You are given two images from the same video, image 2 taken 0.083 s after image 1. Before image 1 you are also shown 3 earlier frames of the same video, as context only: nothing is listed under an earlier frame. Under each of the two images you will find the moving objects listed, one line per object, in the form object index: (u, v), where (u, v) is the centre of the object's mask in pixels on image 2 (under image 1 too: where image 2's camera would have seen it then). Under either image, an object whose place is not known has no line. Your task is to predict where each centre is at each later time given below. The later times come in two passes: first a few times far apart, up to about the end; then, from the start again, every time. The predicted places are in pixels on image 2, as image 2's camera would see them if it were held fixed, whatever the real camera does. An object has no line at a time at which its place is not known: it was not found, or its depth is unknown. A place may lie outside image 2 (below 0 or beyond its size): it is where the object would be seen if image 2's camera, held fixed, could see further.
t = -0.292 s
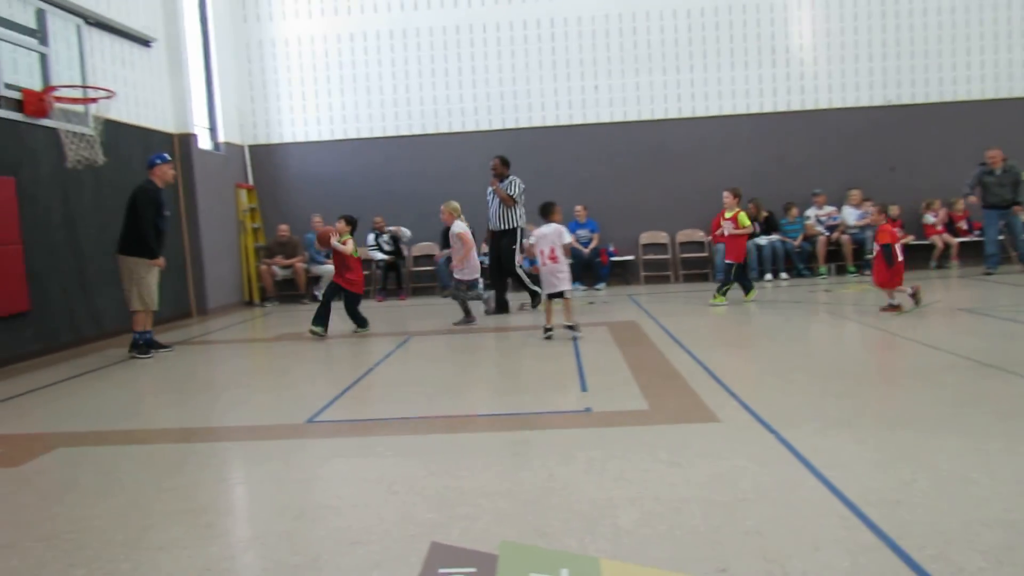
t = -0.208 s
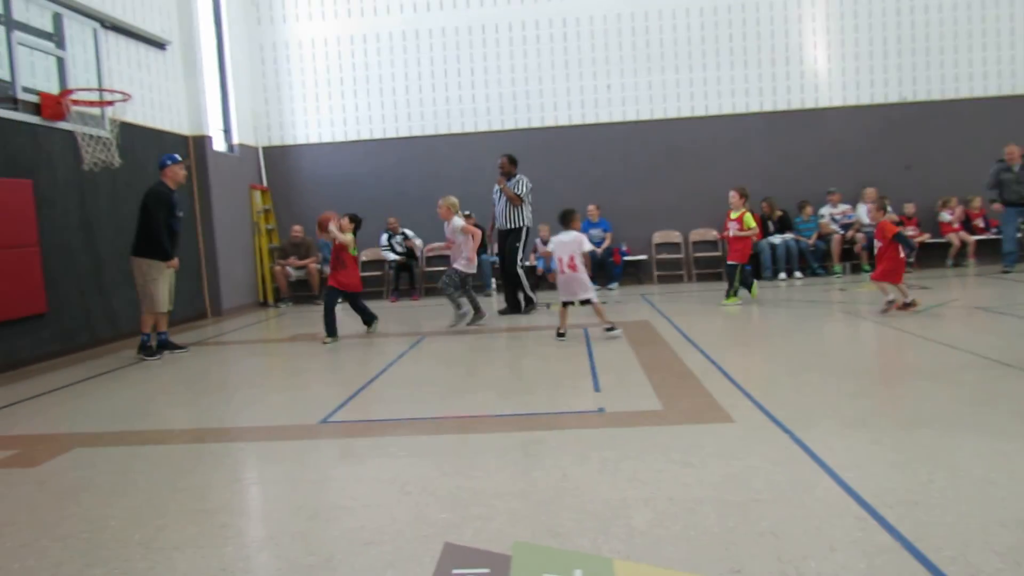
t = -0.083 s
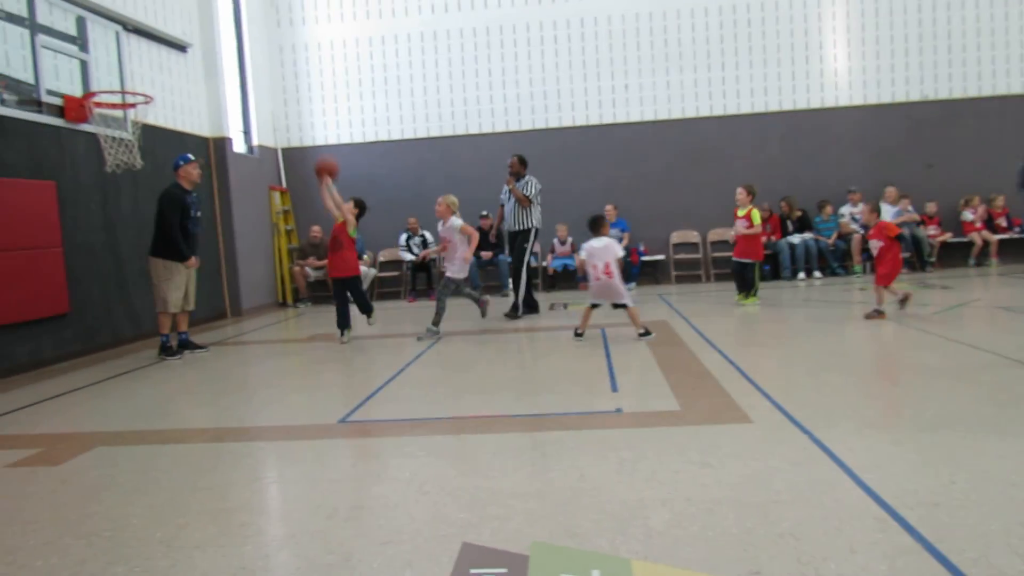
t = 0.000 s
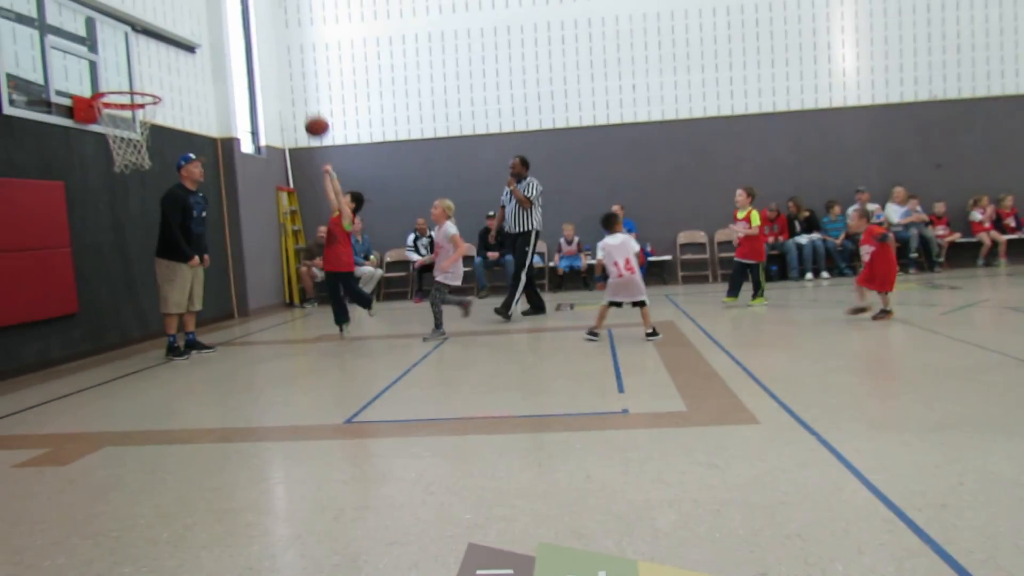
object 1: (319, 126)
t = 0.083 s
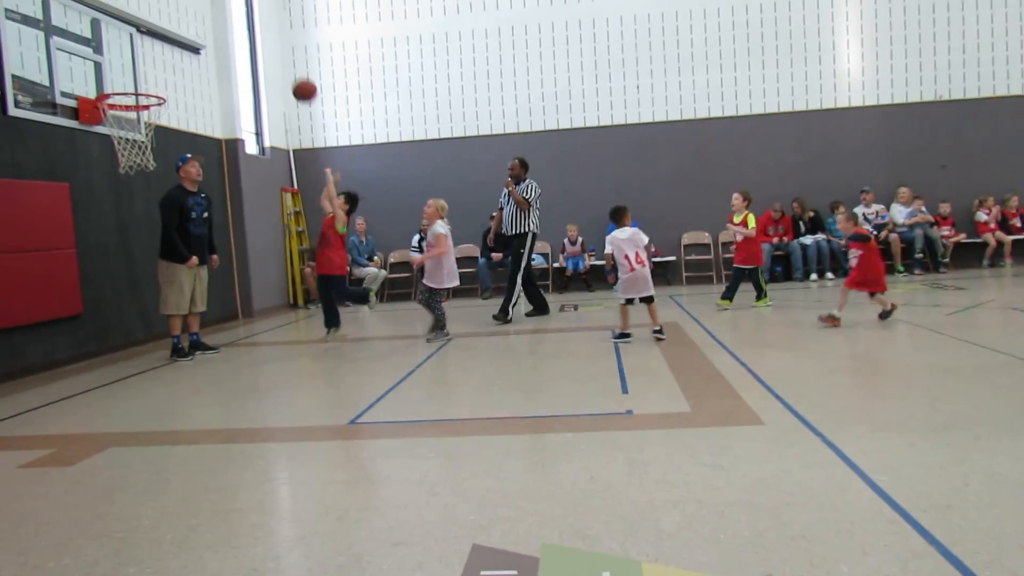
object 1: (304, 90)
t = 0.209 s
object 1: (281, 45)
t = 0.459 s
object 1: (231, 5)
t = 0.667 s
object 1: (190, 28)
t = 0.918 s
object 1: (144, 140)
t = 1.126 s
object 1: (108, 315)
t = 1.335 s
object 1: (72, 289)
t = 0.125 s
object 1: (296, 73)
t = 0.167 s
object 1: (288, 58)
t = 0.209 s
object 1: (281, 45)
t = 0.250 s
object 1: (273, 34)
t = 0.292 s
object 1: (264, 24)
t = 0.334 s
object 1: (257, 16)
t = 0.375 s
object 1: (249, 10)
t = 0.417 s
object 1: (240, 7)
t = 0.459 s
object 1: (231, 5)
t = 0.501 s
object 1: (222, 5)
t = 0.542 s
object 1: (215, 7)
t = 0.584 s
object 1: (207, 11)
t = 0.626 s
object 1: (198, 18)
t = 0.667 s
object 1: (190, 28)
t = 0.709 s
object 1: (182, 39)
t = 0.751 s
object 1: (175, 53)
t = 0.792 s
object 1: (167, 71)
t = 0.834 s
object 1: (159, 90)
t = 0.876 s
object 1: (152, 114)
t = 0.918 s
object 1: (144, 140)
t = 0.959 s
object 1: (136, 170)
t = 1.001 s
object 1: (129, 201)
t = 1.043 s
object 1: (122, 235)
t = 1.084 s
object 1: (115, 272)
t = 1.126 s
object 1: (108, 315)
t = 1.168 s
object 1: (99, 358)
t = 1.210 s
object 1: (92, 379)
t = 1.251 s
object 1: (86, 346)
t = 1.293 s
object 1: (78, 317)
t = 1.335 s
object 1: (72, 289)
